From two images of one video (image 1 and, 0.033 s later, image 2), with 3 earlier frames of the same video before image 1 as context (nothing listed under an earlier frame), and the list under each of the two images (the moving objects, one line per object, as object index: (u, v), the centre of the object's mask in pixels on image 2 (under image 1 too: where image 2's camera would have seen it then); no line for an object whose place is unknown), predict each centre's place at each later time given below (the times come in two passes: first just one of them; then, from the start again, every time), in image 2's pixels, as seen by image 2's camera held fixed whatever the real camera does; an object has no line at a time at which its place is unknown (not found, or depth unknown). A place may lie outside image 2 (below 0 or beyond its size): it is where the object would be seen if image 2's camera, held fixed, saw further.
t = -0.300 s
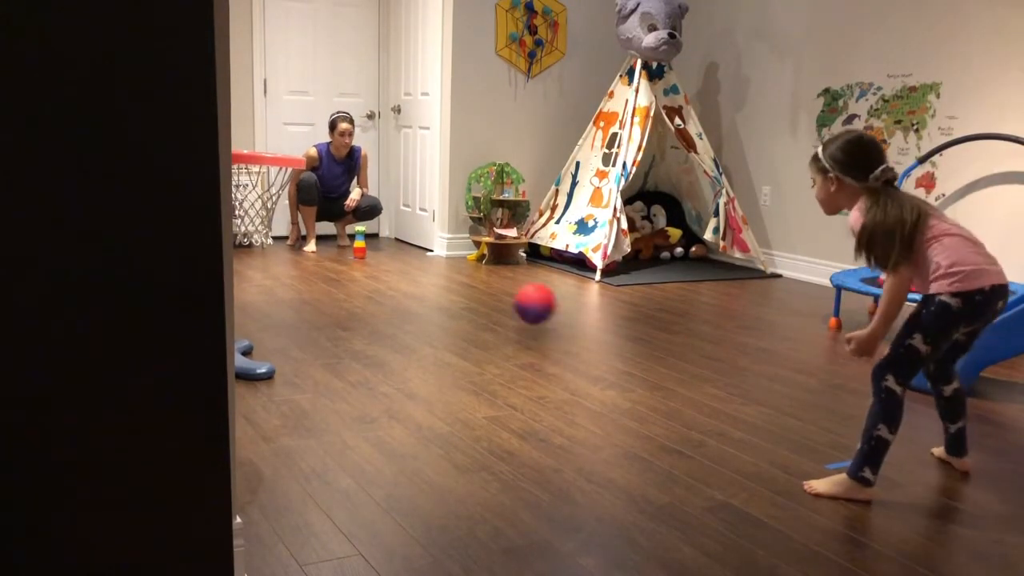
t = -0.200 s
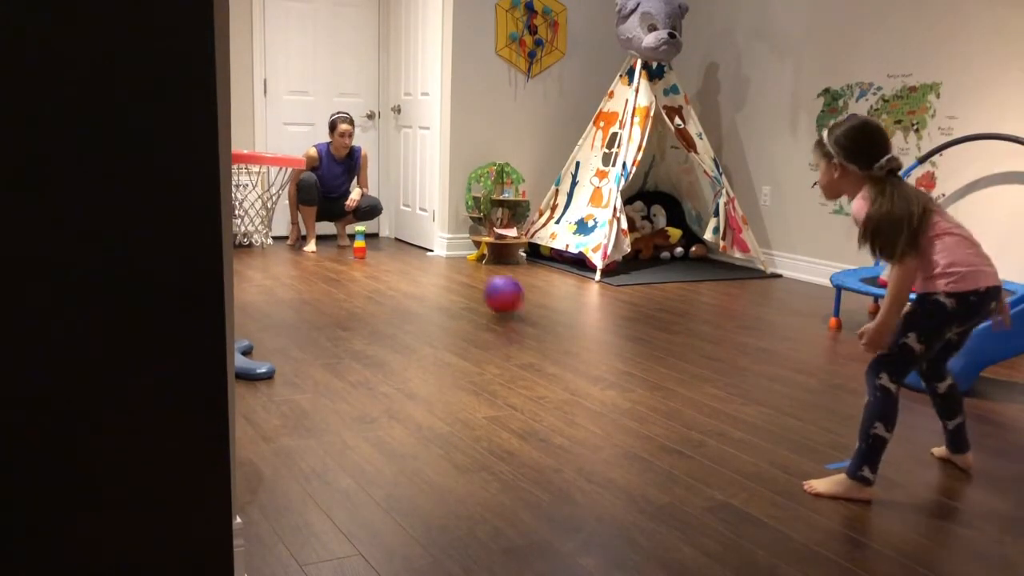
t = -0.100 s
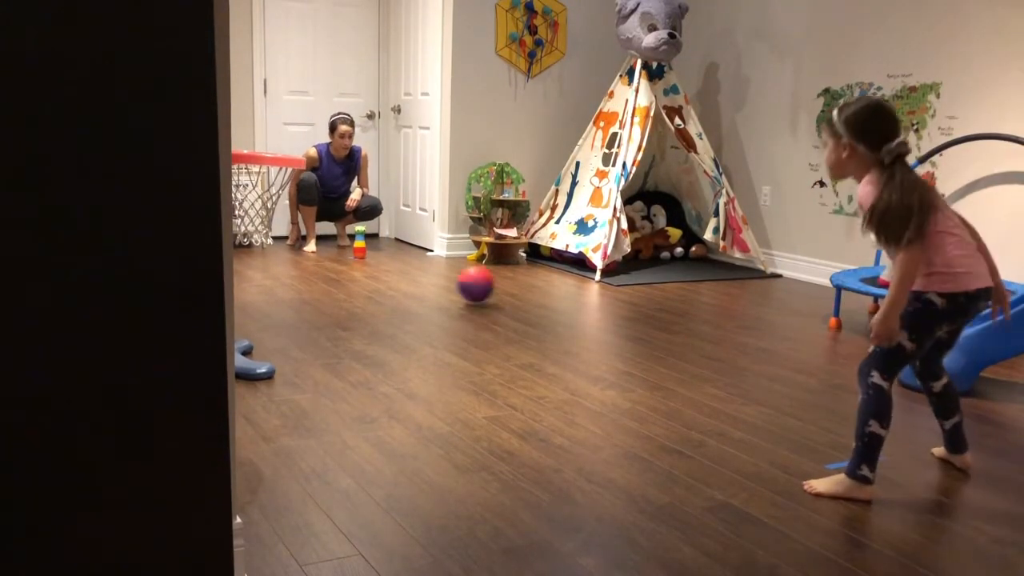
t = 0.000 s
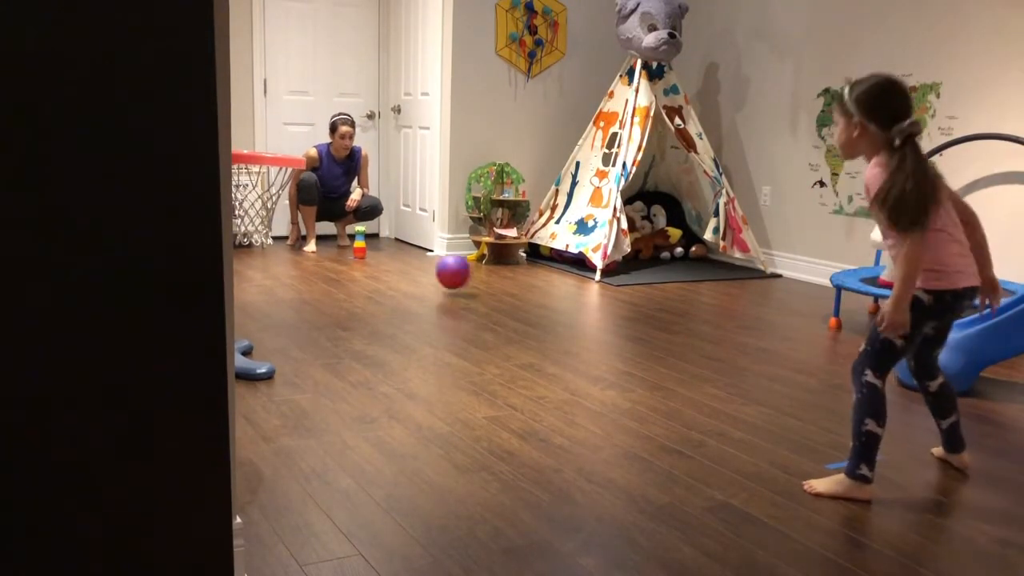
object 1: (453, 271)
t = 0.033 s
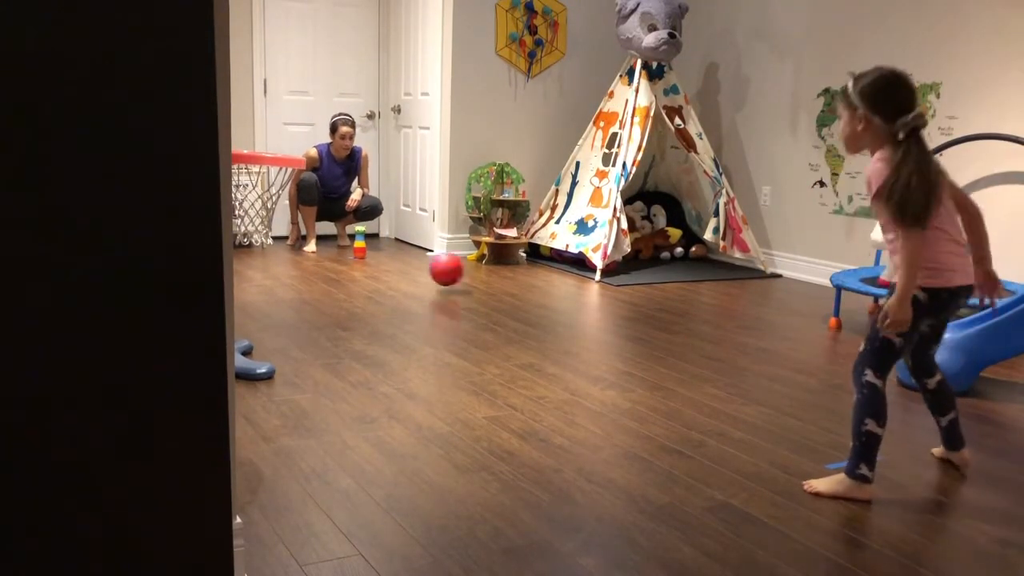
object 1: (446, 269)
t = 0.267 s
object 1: (405, 256)
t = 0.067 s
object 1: (439, 268)
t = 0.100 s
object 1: (432, 269)
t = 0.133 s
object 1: (426, 263)
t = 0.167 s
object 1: (420, 260)
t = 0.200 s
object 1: (415, 259)
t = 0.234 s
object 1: (410, 258)
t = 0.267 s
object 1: (405, 256)
